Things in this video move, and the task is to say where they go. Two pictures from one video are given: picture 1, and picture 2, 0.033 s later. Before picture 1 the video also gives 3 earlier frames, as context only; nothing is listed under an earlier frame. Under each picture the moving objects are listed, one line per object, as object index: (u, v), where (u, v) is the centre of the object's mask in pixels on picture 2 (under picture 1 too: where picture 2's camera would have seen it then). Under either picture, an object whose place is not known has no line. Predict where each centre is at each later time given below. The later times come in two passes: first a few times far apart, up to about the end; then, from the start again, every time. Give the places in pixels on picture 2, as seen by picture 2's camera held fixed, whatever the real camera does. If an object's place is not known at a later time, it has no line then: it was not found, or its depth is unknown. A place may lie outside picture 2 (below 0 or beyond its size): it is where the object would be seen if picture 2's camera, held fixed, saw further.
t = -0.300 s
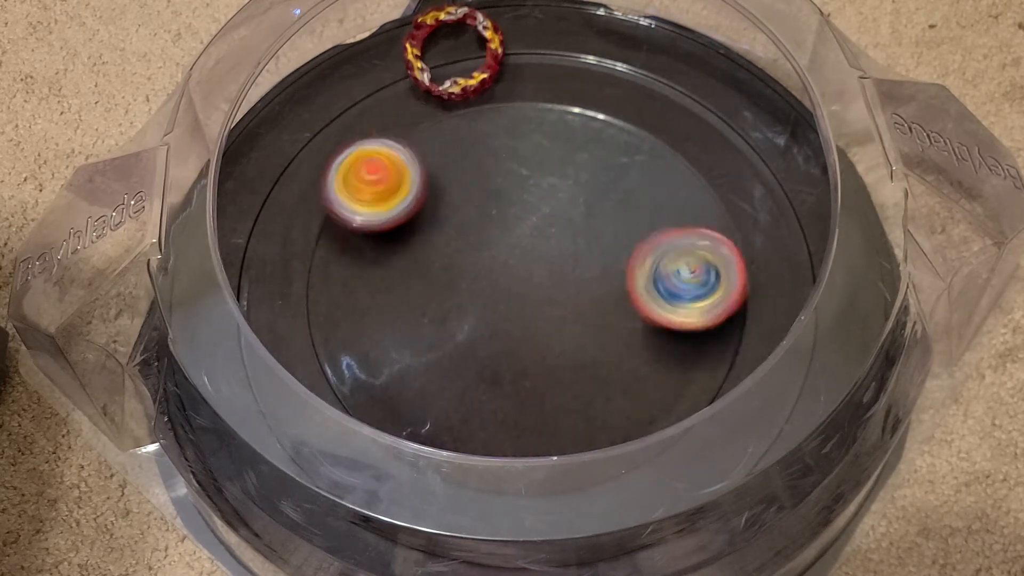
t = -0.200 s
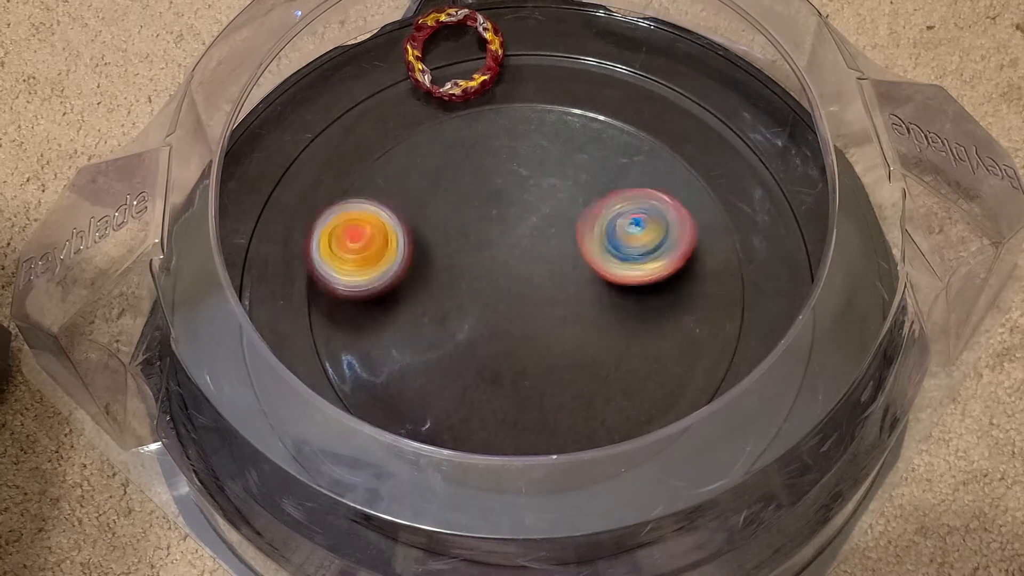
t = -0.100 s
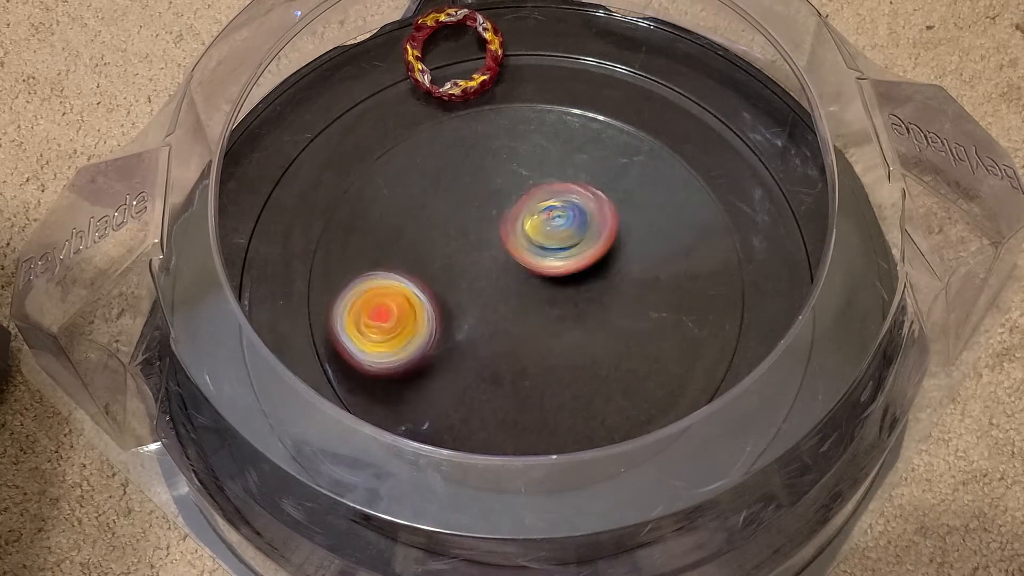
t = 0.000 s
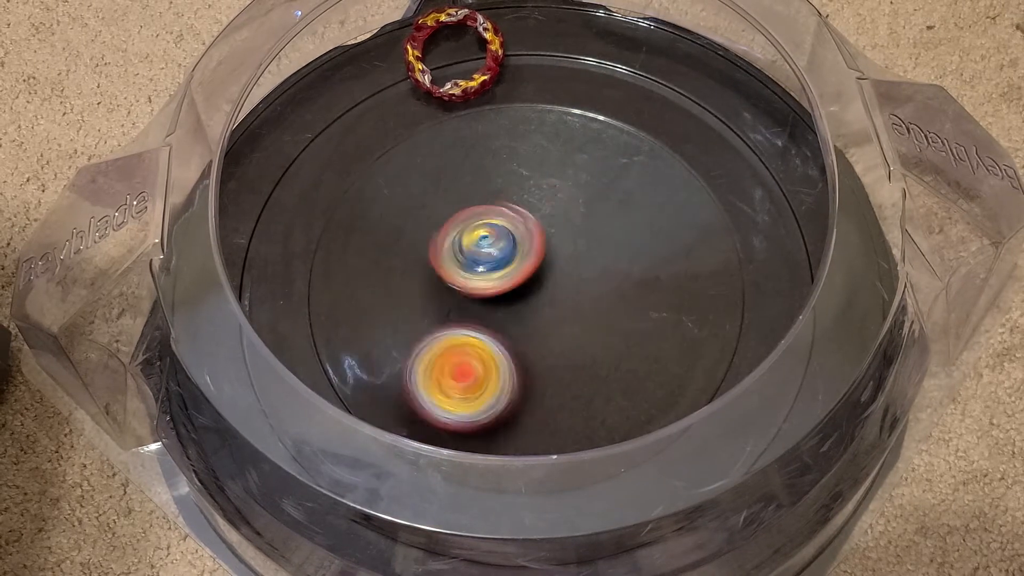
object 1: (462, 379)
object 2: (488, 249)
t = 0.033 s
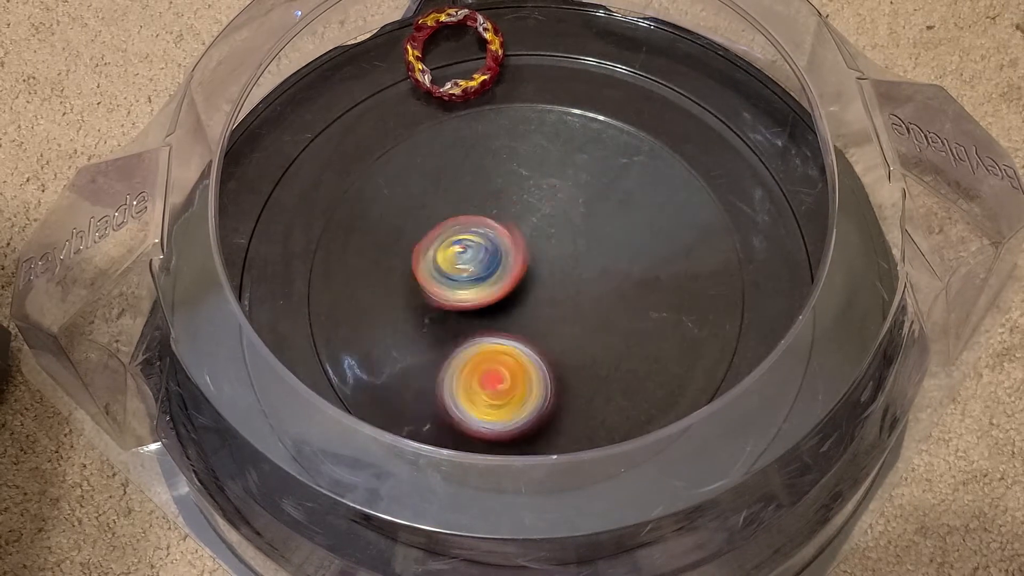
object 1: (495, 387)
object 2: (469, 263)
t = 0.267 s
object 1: (678, 286)
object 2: (433, 386)
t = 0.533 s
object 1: (601, 137)
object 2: (573, 348)
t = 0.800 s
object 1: (400, 182)
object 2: (524, 220)
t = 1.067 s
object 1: (328, 341)
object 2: (444, 271)
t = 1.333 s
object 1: (524, 414)
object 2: (576, 280)
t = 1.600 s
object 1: (651, 227)
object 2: (511, 203)
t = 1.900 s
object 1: (488, 108)
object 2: (538, 332)
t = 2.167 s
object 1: (384, 236)
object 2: (602, 254)
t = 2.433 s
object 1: (543, 398)
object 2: (470, 279)
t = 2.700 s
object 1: (703, 289)
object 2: (538, 357)
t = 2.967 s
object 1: (601, 171)
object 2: (541, 243)
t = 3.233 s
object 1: (477, 172)
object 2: (388, 260)
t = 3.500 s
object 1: (481, 296)
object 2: (414, 363)
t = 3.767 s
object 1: (620, 276)
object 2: (535, 364)
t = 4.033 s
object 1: (599, 189)
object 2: (565, 307)
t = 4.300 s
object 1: (505, 214)
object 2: (462, 305)
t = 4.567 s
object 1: (531, 259)
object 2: (446, 329)
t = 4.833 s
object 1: (610, 250)
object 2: (465, 307)
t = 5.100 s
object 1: (589, 266)
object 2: (476, 295)
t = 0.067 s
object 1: (530, 391)
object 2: (452, 277)
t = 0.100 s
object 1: (566, 387)
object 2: (440, 293)
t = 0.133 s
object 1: (598, 375)
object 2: (431, 311)
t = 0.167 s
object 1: (627, 358)
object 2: (426, 330)
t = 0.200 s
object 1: (650, 336)
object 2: (425, 349)
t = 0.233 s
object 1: (666, 312)
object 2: (427, 368)
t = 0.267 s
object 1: (678, 286)
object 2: (433, 386)
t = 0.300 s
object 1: (684, 260)
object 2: (447, 399)
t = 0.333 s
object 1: (685, 235)
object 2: (467, 407)
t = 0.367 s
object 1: (678, 211)
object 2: (487, 410)
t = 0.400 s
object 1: (669, 191)
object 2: (511, 409)
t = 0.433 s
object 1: (655, 172)
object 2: (533, 403)
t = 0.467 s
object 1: (640, 157)
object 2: (552, 388)
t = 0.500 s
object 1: (622, 145)
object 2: (564, 369)
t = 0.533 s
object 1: (601, 137)
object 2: (573, 348)
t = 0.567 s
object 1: (579, 132)
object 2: (578, 326)
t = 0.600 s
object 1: (556, 131)
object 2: (578, 303)
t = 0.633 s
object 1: (531, 133)
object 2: (574, 282)
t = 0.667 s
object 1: (507, 139)
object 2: (567, 262)
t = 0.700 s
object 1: (481, 150)
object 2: (556, 243)
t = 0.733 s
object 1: (459, 166)
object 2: (542, 227)
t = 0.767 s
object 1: (429, 173)
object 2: (533, 221)
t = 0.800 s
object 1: (400, 182)
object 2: (524, 220)
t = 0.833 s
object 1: (375, 196)
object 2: (514, 220)
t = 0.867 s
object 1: (355, 212)
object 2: (502, 219)
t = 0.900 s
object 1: (338, 231)
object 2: (489, 220)
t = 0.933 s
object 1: (326, 252)
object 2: (475, 222)
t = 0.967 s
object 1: (318, 274)
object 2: (459, 229)
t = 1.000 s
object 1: (315, 298)
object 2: (448, 239)
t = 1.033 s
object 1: (317, 320)
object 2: (443, 254)
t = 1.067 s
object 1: (328, 341)
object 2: (444, 271)
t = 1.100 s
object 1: (344, 359)
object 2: (452, 288)
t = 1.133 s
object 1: (362, 376)
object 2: (467, 301)
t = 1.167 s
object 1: (384, 390)
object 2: (485, 309)
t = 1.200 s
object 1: (408, 401)
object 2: (506, 313)
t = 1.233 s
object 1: (433, 409)
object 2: (528, 311)
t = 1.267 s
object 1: (461, 414)
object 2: (546, 304)
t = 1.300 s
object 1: (492, 416)
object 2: (563, 293)
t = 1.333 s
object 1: (524, 414)
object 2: (576, 280)
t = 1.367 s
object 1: (556, 407)
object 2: (583, 263)
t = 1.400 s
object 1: (584, 393)
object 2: (586, 246)
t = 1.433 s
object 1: (609, 370)
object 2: (584, 230)
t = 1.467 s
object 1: (630, 344)
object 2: (576, 215)
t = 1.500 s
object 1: (644, 316)
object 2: (563, 204)
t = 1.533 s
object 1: (652, 286)
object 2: (547, 197)
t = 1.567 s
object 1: (655, 256)
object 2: (528, 197)
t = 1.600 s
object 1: (651, 227)
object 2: (511, 203)
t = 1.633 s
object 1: (642, 200)
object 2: (497, 214)
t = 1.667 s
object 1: (629, 176)
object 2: (486, 229)
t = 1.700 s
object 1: (614, 156)
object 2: (480, 247)
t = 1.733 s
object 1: (595, 137)
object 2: (480, 266)
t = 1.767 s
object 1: (575, 124)
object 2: (483, 284)
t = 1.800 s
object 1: (554, 115)
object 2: (492, 301)
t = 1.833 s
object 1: (531, 108)
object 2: (505, 314)
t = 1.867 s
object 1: (510, 105)
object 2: (520, 325)
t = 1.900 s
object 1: (488, 108)
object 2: (538, 332)
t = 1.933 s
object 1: (467, 114)
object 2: (558, 334)
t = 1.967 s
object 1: (447, 124)
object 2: (576, 332)
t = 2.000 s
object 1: (430, 136)
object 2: (593, 325)
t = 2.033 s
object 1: (415, 150)
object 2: (606, 313)
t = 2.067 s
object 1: (402, 168)
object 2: (615, 299)
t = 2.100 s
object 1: (392, 188)
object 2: (617, 283)
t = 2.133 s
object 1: (386, 211)
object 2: (612, 267)
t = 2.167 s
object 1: (384, 236)
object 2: (602, 254)
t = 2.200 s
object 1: (387, 262)
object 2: (586, 244)
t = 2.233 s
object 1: (394, 290)
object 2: (568, 238)
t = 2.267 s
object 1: (407, 316)
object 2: (548, 237)
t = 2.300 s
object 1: (426, 341)
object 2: (529, 238)
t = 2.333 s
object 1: (451, 363)
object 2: (510, 244)
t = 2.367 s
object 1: (479, 380)
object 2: (494, 254)
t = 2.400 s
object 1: (510, 392)
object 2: (480, 265)
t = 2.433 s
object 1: (543, 398)
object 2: (470, 279)
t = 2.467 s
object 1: (575, 397)
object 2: (464, 294)
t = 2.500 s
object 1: (605, 390)
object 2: (461, 310)
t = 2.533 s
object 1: (632, 380)
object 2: (464, 326)
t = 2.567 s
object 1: (656, 366)
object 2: (473, 340)
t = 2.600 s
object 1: (674, 349)
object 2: (484, 352)
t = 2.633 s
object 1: (689, 330)
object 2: (500, 359)
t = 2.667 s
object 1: (698, 310)
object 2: (519, 360)
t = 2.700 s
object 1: (703, 289)
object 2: (538, 357)
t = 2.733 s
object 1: (704, 268)
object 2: (554, 348)
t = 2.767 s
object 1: (699, 248)
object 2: (565, 334)
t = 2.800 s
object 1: (691, 230)
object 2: (573, 318)
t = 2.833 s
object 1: (678, 214)
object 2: (575, 300)
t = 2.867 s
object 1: (662, 200)
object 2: (572, 284)
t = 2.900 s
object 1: (643, 188)
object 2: (567, 267)
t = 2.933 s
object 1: (621, 179)
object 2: (556, 253)
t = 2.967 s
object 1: (601, 171)
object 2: (541, 243)
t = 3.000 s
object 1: (597, 156)
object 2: (507, 242)
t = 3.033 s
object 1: (588, 146)
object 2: (477, 242)
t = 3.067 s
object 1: (574, 142)
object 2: (455, 240)
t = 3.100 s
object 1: (557, 142)
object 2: (436, 242)
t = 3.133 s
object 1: (536, 145)
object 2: (423, 244)
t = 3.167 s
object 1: (516, 150)
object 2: (410, 248)
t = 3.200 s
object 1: (496, 159)
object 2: (399, 253)
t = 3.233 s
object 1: (477, 172)
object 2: (388, 260)
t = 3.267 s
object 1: (460, 188)
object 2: (382, 269)
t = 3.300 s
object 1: (445, 207)
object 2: (379, 280)
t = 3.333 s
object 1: (441, 221)
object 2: (376, 299)
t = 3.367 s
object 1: (444, 235)
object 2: (374, 319)
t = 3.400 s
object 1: (448, 250)
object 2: (379, 332)
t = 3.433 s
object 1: (454, 267)
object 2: (392, 343)
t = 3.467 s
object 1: (463, 284)
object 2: (404, 353)
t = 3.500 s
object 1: (481, 296)
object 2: (414, 363)
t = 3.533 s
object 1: (497, 306)
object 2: (429, 370)
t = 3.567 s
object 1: (516, 316)
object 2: (443, 375)
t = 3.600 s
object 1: (539, 318)
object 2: (455, 378)
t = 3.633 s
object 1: (561, 316)
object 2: (470, 378)
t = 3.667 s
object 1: (579, 310)
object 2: (487, 377)
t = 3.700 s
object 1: (596, 300)
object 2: (503, 373)
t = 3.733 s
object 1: (610, 288)
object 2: (520, 369)
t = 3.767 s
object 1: (620, 276)
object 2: (535, 364)
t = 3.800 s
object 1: (627, 264)
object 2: (549, 356)
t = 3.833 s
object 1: (629, 252)
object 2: (561, 347)
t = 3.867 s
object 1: (629, 242)
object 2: (574, 336)
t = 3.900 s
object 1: (626, 232)
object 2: (584, 323)
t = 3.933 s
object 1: (624, 216)
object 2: (577, 319)
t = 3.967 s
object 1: (620, 200)
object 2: (577, 316)
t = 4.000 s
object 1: (611, 193)
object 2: (568, 311)
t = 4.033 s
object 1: (599, 189)
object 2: (565, 307)
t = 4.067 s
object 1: (585, 190)
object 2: (558, 299)
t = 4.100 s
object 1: (570, 194)
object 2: (551, 295)
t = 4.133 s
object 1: (553, 200)
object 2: (542, 291)
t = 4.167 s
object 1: (539, 204)
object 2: (532, 292)
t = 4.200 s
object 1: (531, 202)
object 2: (512, 295)
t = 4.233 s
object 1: (522, 203)
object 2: (491, 299)
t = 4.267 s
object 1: (513, 207)
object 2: (473, 301)
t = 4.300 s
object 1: (505, 214)
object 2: (462, 305)
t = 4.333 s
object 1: (497, 223)
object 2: (457, 309)
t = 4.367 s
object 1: (496, 230)
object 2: (450, 315)
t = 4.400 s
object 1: (498, 233)
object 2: (448, 325)
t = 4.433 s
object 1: (499, 238)
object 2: (443, 330)
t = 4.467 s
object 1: (502, 243)
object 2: (440, 329)
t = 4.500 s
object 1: (506, 249)
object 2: (444, 326)
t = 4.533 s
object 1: (511, 256)
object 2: (452, 327)
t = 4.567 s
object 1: (531, 259)
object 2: (446, 329)
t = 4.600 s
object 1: (551, 261)
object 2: (445, 328)
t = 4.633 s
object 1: (566, 261)
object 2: (446, 327)
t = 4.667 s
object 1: (579, 261)
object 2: (449, 324)
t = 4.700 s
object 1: (588, 258)
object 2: (451, 322)
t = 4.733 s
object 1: (596, 255)
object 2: (454, 317)
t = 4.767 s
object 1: (602, 254)
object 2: (458, 313)
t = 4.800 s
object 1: (607, 252)
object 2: (462, 310)
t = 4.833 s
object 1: (610, 250)
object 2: (465, 307)
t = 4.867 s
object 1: (613, 249)
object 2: (468, 305)
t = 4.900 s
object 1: (614, 250)
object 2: (471, 303)
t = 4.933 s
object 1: (613, 250)
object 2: (473, 301)
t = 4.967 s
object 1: (611, 252)
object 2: (474, 300)
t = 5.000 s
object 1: (608, 255)
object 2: (475, 298)
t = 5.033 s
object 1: (603, 258)
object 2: (475, 297)
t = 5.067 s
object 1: (597, 261)
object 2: (475, 296)
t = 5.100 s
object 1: (589, 266)
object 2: (476, 295)
